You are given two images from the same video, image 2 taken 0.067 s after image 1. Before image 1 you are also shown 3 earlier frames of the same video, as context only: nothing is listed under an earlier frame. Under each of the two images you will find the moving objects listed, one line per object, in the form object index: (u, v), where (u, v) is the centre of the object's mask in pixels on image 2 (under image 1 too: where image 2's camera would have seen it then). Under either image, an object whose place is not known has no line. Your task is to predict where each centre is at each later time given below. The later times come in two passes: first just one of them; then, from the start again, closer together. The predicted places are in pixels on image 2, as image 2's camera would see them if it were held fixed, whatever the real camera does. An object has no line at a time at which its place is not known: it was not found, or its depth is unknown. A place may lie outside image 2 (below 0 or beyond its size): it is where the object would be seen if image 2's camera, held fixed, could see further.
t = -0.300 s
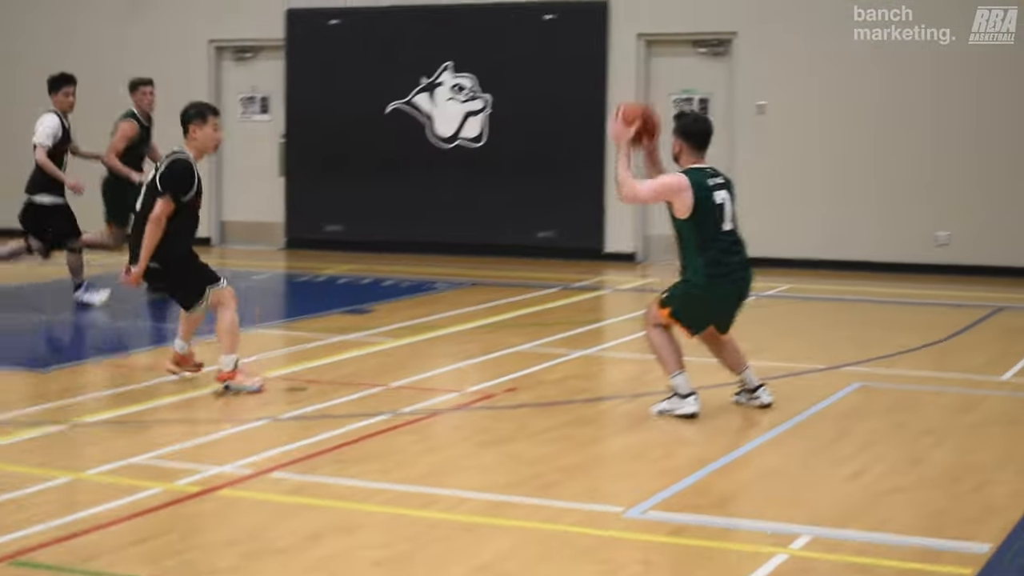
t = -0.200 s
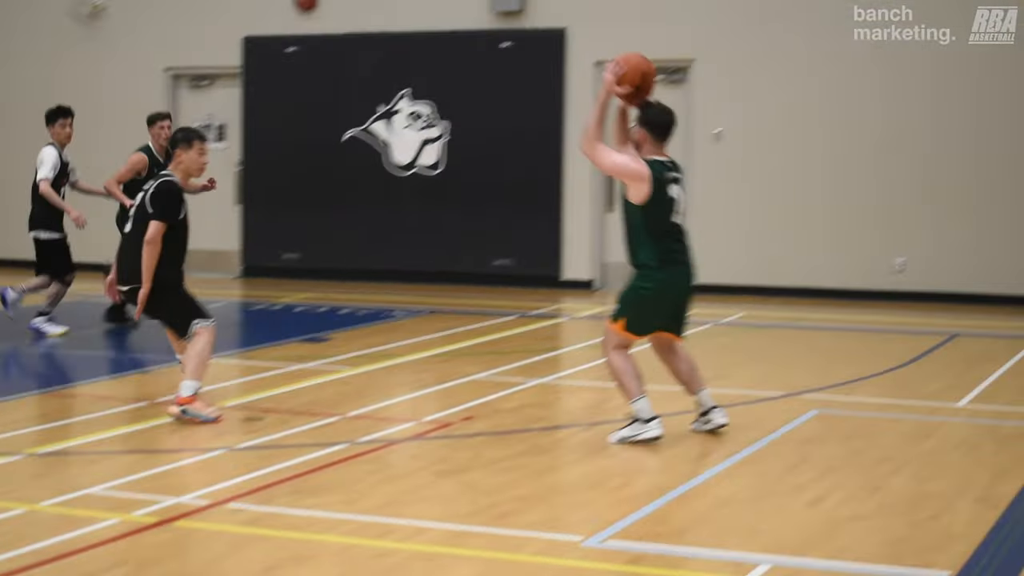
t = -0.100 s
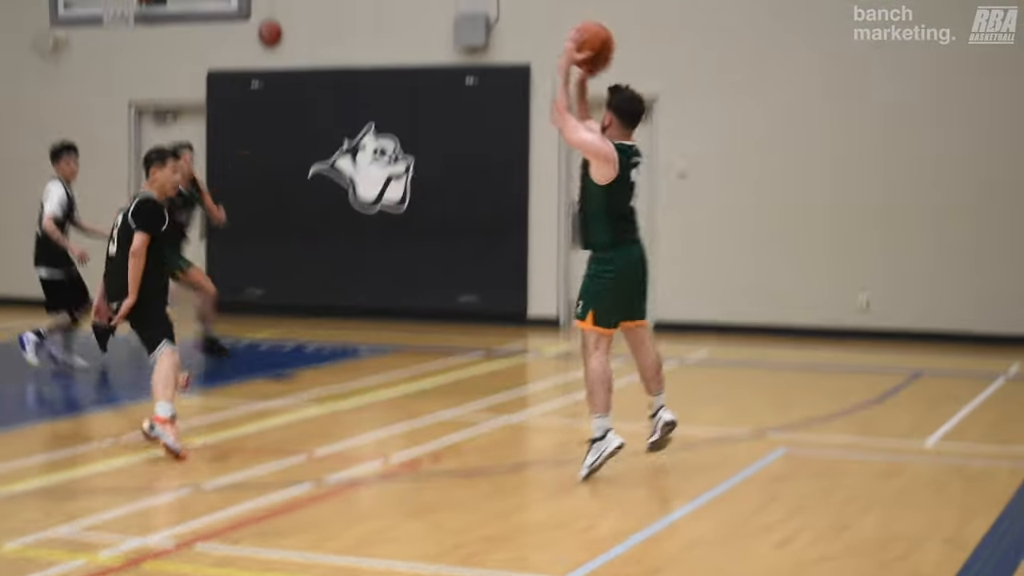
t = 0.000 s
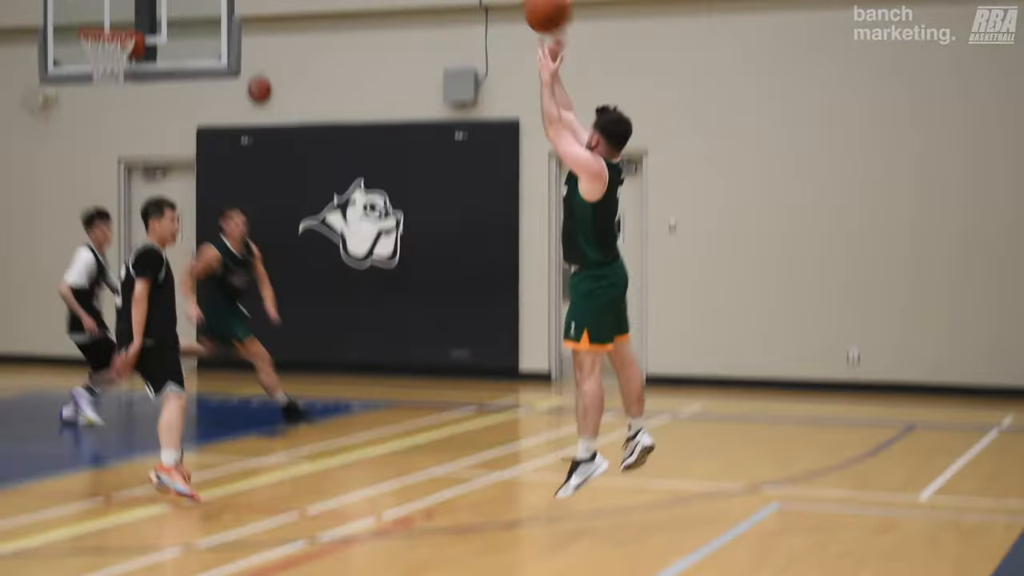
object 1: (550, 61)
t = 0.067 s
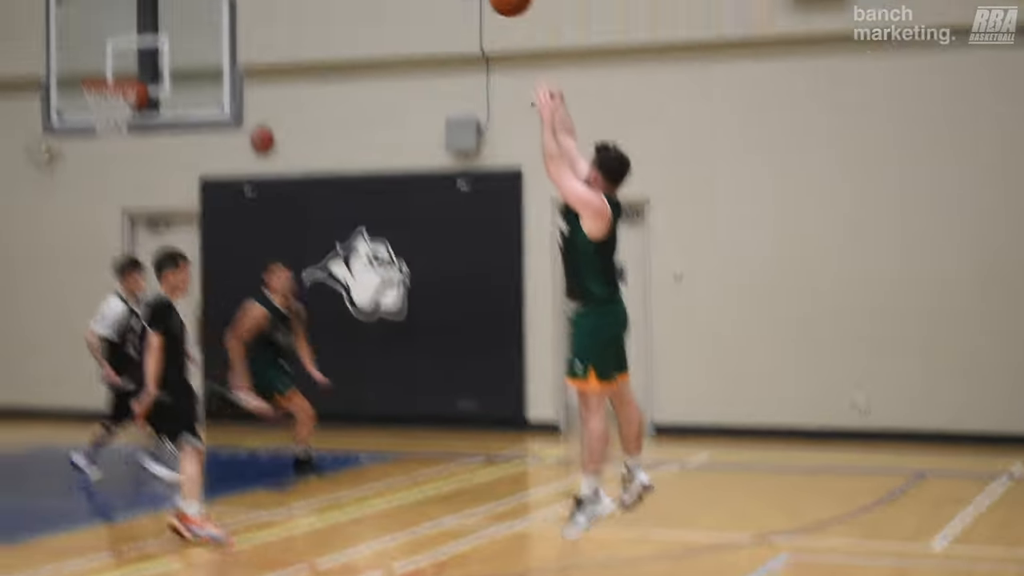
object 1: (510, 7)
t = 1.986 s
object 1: (183, 105)
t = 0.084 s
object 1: (500, -6)
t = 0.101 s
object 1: (492, -20)
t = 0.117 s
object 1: (482, -36)
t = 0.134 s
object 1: (473, -53)
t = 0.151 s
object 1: (465, -68)
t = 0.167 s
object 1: (456, -84)
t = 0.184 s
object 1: (447, -96)
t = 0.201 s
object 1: (439, -106)
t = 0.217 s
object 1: (430, -115)
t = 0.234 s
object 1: (423, -124)
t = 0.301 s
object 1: (392, -153)
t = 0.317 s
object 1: (385, -158)
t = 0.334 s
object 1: (378, -162)
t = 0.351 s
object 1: (372, -165)
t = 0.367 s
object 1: (365, -167)
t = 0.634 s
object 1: (271, -164)
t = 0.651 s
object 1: (266, -160)
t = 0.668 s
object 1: (260, -155)
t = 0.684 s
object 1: (256, -149)
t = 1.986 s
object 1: (183, 105)
